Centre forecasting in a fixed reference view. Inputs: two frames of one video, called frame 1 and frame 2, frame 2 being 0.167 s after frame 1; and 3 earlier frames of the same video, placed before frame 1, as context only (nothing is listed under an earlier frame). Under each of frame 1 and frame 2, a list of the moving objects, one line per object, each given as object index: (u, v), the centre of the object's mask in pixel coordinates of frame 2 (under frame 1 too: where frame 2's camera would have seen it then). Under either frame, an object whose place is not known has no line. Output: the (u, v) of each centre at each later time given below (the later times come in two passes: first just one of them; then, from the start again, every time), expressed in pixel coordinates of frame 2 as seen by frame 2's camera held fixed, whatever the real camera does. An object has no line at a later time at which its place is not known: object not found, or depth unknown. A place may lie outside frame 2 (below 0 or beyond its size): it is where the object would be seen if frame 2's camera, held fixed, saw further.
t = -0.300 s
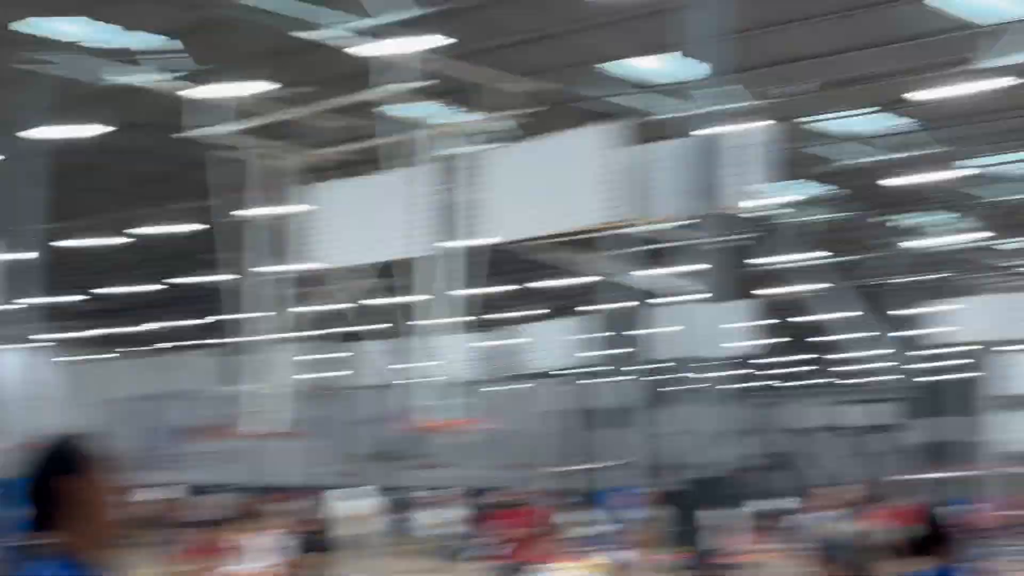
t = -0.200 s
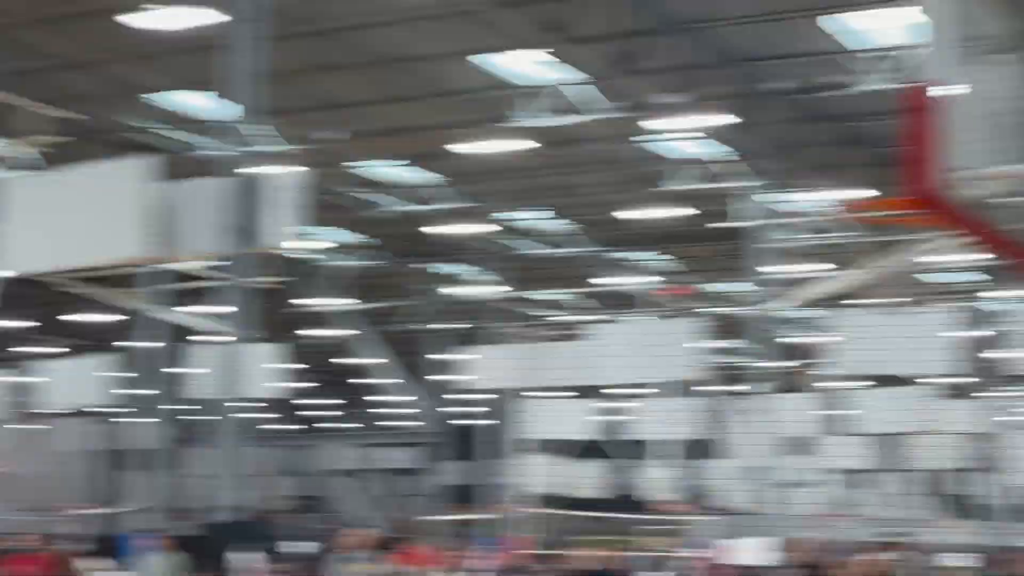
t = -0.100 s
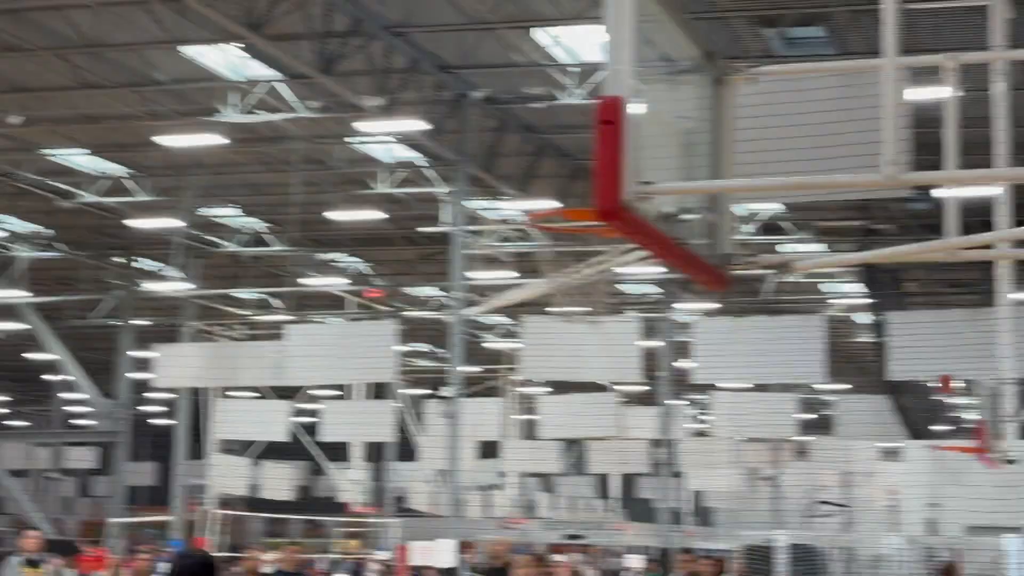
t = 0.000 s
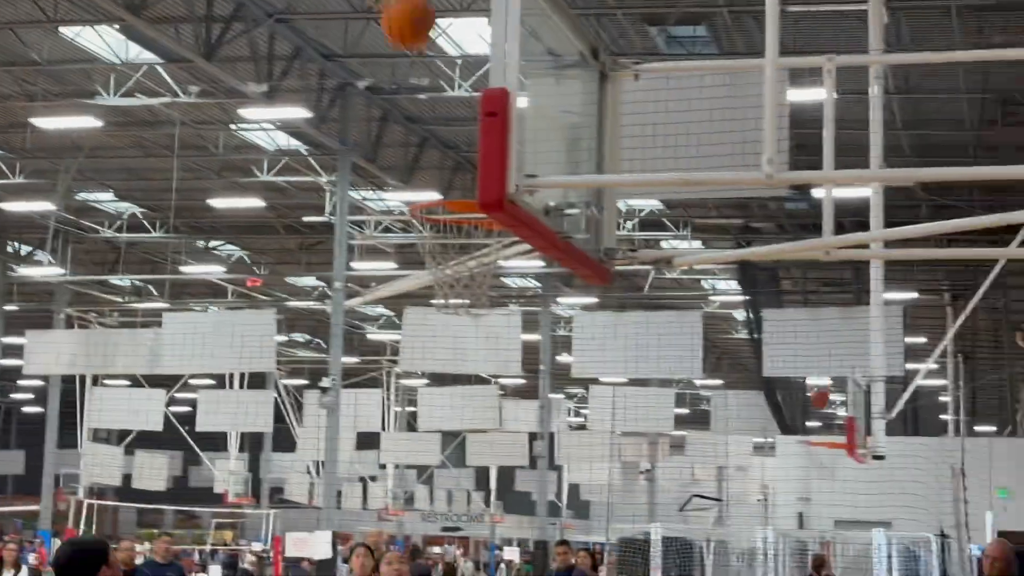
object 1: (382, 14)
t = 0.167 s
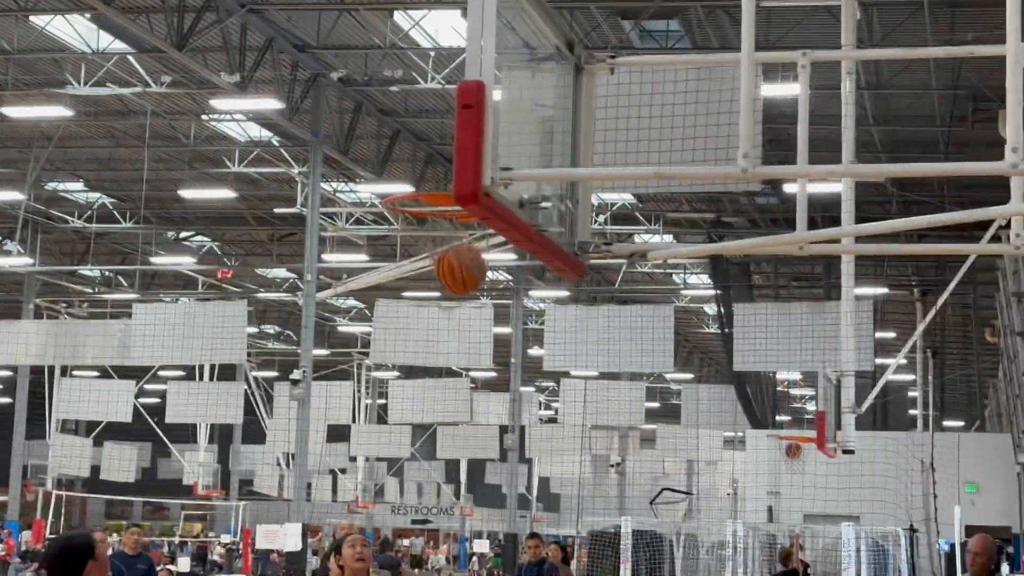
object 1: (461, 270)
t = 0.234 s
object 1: (457, 264)
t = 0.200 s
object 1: (459, 265)
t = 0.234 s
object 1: (457, 264)
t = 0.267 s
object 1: (455, 265)
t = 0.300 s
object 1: (453, 267)
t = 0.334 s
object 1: (451, 271)
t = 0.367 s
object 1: (449, 278)
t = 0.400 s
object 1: (446, 286)
